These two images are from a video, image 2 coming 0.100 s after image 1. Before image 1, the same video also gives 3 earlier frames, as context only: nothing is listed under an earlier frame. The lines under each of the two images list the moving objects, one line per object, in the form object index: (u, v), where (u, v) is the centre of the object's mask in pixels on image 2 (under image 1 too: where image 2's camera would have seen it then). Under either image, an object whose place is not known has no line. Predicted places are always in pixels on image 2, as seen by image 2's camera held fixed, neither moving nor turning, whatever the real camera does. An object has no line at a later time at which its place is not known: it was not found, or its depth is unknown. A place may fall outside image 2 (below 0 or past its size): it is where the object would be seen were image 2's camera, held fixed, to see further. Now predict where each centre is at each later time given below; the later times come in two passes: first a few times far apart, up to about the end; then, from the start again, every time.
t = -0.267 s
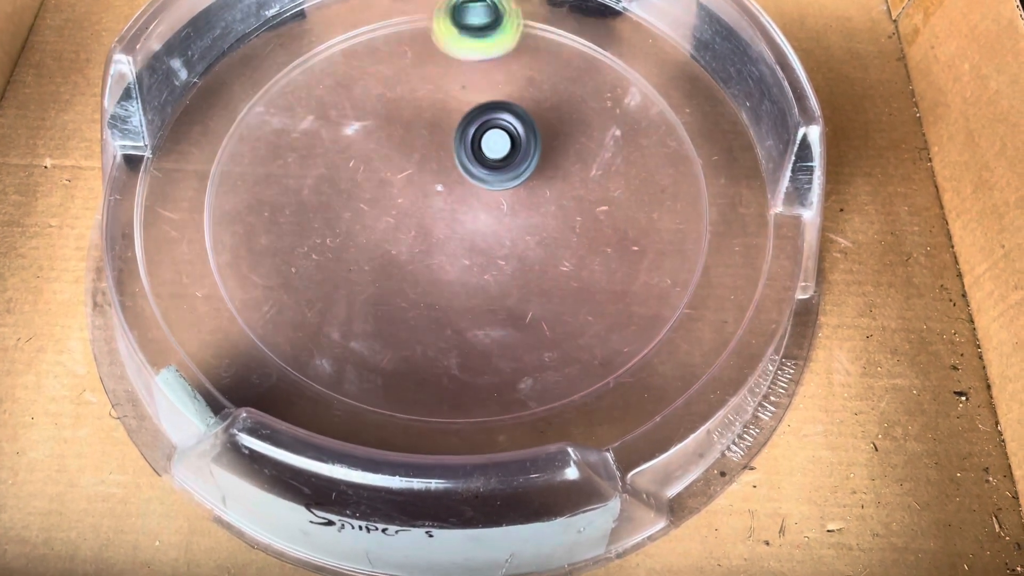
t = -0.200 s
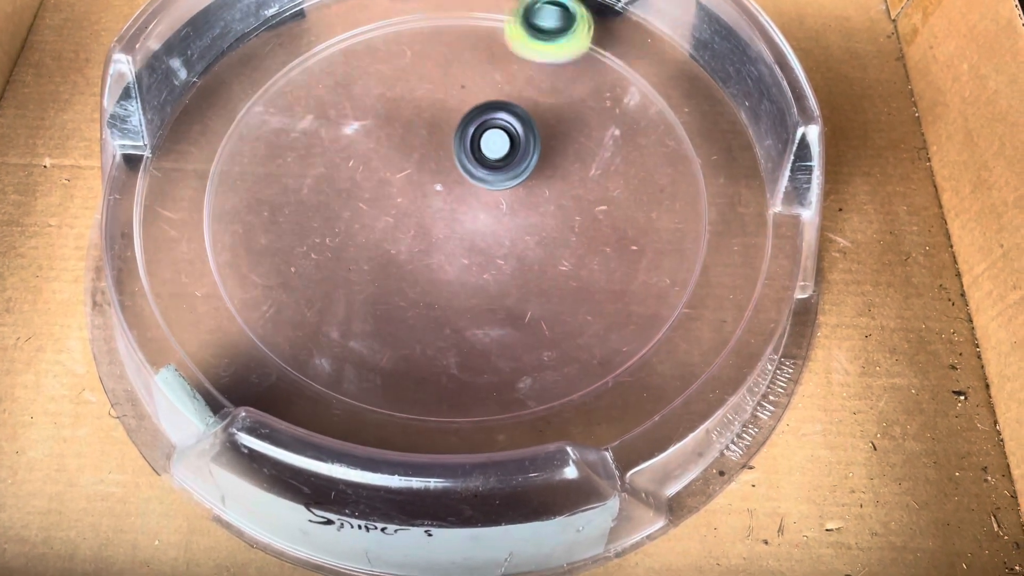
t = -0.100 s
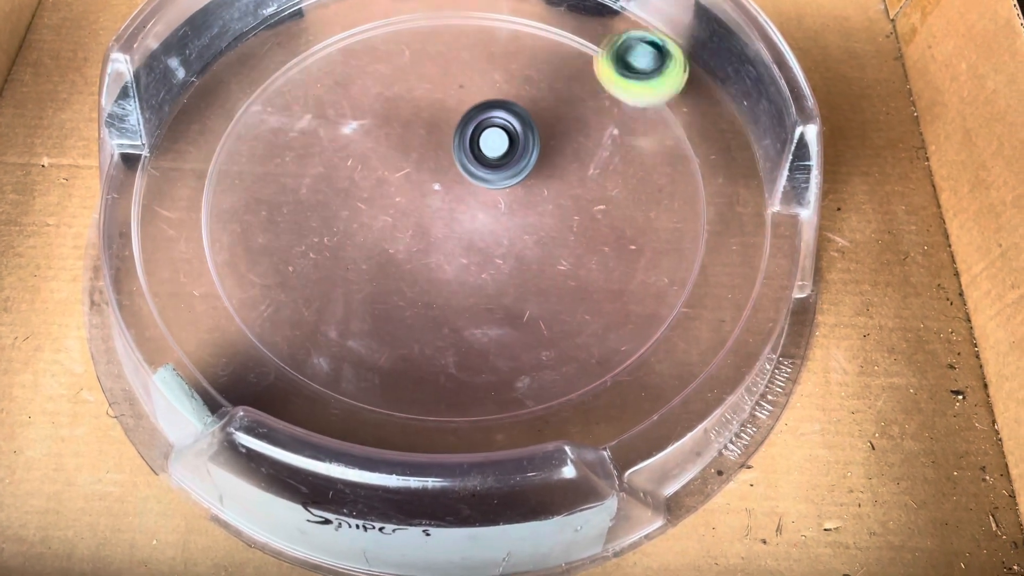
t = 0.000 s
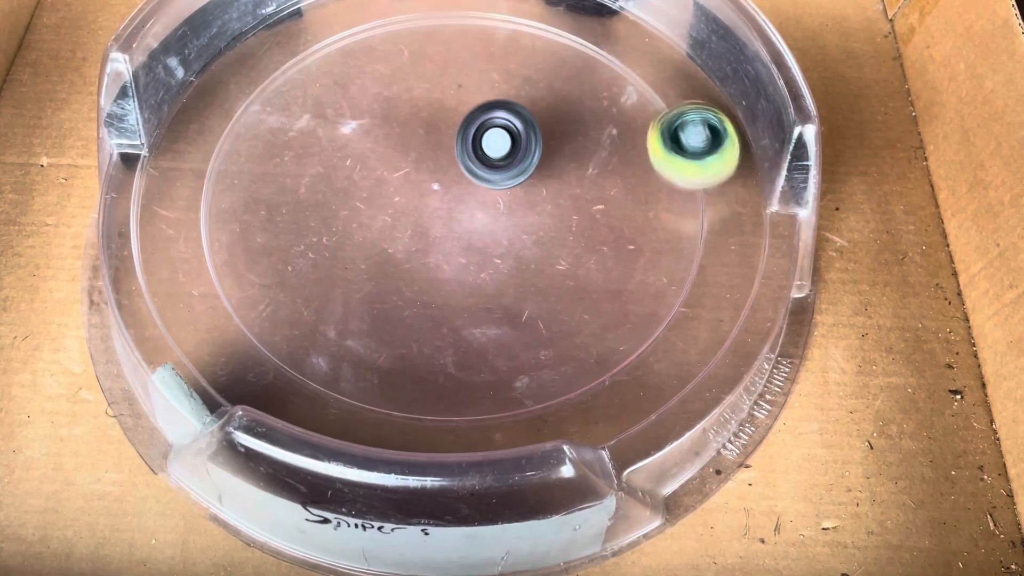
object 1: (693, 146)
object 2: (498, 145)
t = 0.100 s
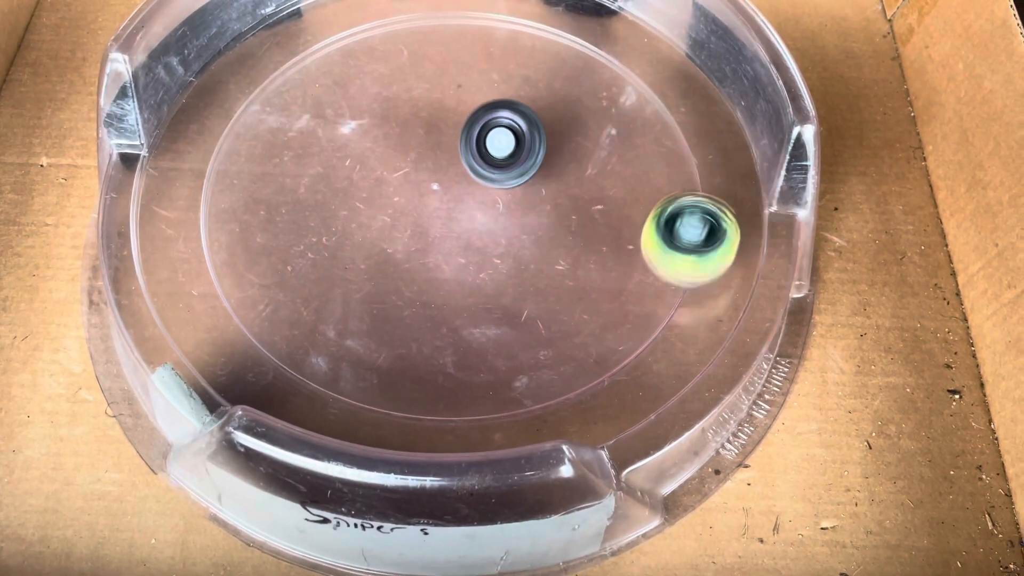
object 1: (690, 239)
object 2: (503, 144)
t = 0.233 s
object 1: (584, 339)
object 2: (504, 141)
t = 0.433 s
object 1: (333, 308)
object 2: (499, 140)
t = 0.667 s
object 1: (310, 92)
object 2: (505, 139)
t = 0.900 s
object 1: (536, 30)
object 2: (505, 141)
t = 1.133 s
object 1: (690, 172)
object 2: (497, 140)
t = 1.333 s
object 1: (590, 339)
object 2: (487, 142)
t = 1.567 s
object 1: (311, 305)
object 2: (494, 147)
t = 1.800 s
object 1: (305, 96)
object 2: (512, 159)
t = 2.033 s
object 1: (532, 39)
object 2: (505, 166)
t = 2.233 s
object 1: (681, 145)
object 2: (496, 168)
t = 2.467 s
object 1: (612, 335)
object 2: (475, 169)
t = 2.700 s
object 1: (340, 320)
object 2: (457, 167)
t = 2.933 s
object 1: (312, 114)
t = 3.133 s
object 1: (491, 44)
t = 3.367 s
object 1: (673, 134)
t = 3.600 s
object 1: (610, 316)
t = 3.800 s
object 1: (378, 323)
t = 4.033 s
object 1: (307, 130)
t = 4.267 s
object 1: (500, 49)
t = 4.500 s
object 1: (660, 154)
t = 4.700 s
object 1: (590, 310)
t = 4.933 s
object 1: (337, 294)
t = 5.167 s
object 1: (326, 105)
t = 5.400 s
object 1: (539, 61)
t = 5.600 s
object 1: (655, 183)
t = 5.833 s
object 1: (529, 338)
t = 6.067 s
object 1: (310, 254)
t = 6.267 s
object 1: (354, 99)
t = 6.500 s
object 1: (565, 72)
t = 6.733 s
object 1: (658, 224)
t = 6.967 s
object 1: (474, 336)
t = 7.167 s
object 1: (312, 231)
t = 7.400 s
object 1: (396, 69)
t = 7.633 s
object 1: (598, 89)
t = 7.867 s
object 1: (628, 260)
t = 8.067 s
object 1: (443, 329)
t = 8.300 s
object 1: (300, 189)
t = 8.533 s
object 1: (434, 66)
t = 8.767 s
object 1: (620, 128)
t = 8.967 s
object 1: (615, 277)
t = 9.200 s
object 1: (398, 320)
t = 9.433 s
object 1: (319, 160)
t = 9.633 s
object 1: (452, 72)
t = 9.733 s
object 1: (540, 74)
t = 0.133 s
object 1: (674, 269)
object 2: (504, 143)
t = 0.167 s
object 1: (652, 297)
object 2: (504, 142)
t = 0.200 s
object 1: (621, 320)
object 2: (504, 142)
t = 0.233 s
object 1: (584, 339)
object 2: (504, 141)
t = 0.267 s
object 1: (543, 352)
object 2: (503, 142)
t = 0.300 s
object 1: (498, 358)
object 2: (502, 141)
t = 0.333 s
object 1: (454, 356)
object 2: (501, 141)
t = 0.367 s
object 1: (408, 347)
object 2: (500, 141)
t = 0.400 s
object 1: (368, 330)
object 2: (500, 140)
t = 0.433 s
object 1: (333, 308)
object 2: (499, 140)
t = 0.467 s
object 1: (304, 280)
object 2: (500, 140)
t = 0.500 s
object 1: (284, 249)
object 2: (500, 140)
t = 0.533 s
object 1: (274, 216)
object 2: (501, 140)
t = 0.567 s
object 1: (272, 182)
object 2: (502, 139)
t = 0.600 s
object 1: (278, 149)
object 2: (503, 140)
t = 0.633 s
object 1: (291, 119)
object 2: (504, 139)
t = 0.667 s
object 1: (310, 92)
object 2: (505, 139)
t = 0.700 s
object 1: (335, 69)
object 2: (505, 139)
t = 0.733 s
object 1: (365, 50)
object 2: (506, 139)
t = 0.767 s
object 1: (396, 36)
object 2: (506, 139)
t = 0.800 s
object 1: (431, 30)
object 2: (506, 140)
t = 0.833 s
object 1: (466, 27)
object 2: (506, 140)
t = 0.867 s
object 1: (501, 27)
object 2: (505, 141)
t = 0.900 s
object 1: (536, 30)
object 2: (505, 141)
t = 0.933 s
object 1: (568, 36)
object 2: (504, 141)
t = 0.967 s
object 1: (599, 51)
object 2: (502, 141)
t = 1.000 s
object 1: (626, 69)
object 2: (501, 140)
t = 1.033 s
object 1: (649, 91)
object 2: (500, 140)
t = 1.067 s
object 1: (668, 116)
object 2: (500, 140)
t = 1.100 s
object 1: (681, 143)
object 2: (499, 140)
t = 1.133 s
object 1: (690, 172)
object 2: (497, 140)
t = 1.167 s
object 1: (691, 203)
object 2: (495, 140)
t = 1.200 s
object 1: (685, 234)
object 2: (493, 139)
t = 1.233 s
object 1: (672, 265)
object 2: (491, 140)
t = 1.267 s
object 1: (652, 293)
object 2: (489, 141)
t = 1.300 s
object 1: (625, 318)
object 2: (488, 141)
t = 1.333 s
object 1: (590, 339)
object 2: (487, 142)
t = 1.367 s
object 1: (551, 354)
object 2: (486, 143)
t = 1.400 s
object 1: (509, 363)
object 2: (486, 143)
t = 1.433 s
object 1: (465, 365)
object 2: (487, 144)
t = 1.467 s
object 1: (421, 360)
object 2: (487, 144)
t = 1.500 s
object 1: (380, 347)
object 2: (489, 145)
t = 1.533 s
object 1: (343, 328)
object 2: (491, 146)
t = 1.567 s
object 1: (311, 305)
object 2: (494, 147)
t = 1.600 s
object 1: (285, 277)
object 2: (497, 148)
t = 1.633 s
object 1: (269, 246)
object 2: (500, 150)
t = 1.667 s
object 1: (261, 213)
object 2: (503, 152)
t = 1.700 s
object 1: (261, 181)
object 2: (506, 154)
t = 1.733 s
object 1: (269, 150)
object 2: (509, 156)
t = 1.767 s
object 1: (284, 122)
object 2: (511, 158)
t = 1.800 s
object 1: (305, 96)
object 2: (512, 159)
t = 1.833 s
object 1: (329, 75)
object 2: (512, 161)
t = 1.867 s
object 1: (359, 56)
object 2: (512, 163)
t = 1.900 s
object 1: (393, 44)
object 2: (510, 164)
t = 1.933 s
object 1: (426, 38)
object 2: (508, 165)
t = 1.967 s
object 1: (461, 36)
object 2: (507, 166)
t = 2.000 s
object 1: (497, 36)
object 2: (505, 166)
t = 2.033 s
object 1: (532, 39)
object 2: (505, 166)
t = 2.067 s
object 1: (565, 45)
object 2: (504, 166)
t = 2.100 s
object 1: (595, 58)
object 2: (503, 167)
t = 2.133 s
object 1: (623, 75)
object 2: (501, 167)
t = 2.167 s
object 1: (647, 95)
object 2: (500, 167)
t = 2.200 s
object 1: (667, 119)
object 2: (498, 168)
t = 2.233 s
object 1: (681, 145)
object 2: (496, 168)
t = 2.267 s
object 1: (691, 173)
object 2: (493, 169)
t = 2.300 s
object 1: (695, 202)
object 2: (491, 169)
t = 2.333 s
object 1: (691, 231)
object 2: (488, 169)
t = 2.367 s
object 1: (681, 261)
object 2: (485, 169)
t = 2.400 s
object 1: (665, 289)
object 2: (482, 169)
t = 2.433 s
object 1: (642, 314)
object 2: (479, 169)
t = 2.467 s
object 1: (612, 335)
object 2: (475, 169)
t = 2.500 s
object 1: (576, 351)
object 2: (472, 168)
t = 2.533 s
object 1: (536, 363)
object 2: (469, 168)
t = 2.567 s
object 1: (495, 367)
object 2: (466, 168)
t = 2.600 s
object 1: (453, 365)
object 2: (463, 167)
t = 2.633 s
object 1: (412, 356)
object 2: (460, 167)
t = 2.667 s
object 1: (375, 341)
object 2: (458, 167)
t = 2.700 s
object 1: (340, 320)
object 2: (457, 167)
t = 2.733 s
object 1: (313, 295)
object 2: (456, 168)
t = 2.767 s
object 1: (293, 266)
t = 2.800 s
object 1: (281, 235)
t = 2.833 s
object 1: (278, 203)
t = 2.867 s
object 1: (282, 171)
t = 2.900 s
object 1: (294, 141)
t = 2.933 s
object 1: (312, 114)
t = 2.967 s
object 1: (334, 90)
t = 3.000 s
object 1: (361, 70)
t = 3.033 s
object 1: (391, 56)
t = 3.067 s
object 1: (423, 49)
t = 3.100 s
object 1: (457, 45)
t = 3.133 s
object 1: (491, 44)
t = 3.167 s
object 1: (525, 46)
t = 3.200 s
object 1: (557, 50)
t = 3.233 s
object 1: (588, 57)
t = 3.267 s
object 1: (615, 72)
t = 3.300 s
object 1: (639, 90)
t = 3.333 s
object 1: (658, 110)
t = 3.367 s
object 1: (673, 134)
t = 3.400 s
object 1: (683, 160)
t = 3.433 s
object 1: (687, 187)
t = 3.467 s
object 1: (685, 215)
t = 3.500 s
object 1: (677, 243)
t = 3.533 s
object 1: (662, 271)
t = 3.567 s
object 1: (639, 295)
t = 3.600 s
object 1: (610, 316)
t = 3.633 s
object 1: (576, 333)
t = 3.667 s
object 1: (538, 343)
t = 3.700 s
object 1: (497, 348)
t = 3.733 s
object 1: (456, 346)
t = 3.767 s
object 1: (415, 338)
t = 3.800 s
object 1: (378, 323)
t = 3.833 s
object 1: (347, 302)
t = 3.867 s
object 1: (321, 277)
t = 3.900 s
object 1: (303, 249)
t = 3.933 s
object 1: (292, 219)
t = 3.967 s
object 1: (290, 188)
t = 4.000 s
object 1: (296, 158)
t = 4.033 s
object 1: (307, 130)
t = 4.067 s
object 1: (325, 105)
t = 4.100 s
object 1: (347, 83)
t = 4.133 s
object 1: (373, 65)
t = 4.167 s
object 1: (403, 57)
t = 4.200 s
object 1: (435, 52)
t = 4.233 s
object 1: (468, 49)
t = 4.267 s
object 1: (500, 49)
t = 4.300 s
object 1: (532, 52)
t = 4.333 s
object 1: (562, 57)
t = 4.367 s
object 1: (589, 68)
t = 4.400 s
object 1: (613, 84)
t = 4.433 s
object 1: (633, 105)
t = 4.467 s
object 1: (649, 129)
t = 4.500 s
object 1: (660, 154)
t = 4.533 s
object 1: (664, 181)
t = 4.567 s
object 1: (663, 209)
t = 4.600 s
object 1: (655, 237)
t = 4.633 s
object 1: (640, 264)
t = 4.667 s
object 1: (618, 289)
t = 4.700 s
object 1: (590, 310)
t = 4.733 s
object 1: (556, 327)
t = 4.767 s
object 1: (519, 338)
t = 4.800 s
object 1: (480, 342)
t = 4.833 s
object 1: (440, 339)
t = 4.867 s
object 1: (402, 330)
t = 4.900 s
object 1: (368, 315)
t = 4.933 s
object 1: (337, 294)
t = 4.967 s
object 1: (313, 269)
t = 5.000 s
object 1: (297, 243)
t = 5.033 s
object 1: (288, 213)
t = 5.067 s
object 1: (288, 183)
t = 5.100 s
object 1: (295, 155)
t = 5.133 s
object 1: (308, 128)
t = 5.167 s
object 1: (326, 105)
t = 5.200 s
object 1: (350, 85)
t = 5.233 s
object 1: (378, 69)
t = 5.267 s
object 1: (408, 60)
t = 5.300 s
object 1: (441, 56)
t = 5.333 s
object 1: (474, 54)
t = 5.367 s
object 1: (507, 56)
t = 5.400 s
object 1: (539, 61)
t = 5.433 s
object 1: (569, 73)
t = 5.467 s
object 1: (595, 89)
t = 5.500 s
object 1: (617, 108)
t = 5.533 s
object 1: (635, 131)
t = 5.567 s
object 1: (648, 156)
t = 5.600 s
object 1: (655, 183)
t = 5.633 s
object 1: (655, 211)
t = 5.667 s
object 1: (650, 237)
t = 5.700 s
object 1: (638, 264)
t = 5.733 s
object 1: (619, 289)
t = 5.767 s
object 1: (594, 310)
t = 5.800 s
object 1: (564, 327)
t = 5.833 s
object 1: (529, 338)
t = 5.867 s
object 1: (491, 344)
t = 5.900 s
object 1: (453, 343)
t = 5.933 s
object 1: (416, 336)
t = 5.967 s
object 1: (382, 322)
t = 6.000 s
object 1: (352, 304)
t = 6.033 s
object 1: (327, 281)
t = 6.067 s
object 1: (310, 254)
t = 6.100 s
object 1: (301, 227)
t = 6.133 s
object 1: (299, 198)
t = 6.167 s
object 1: (304, 170)
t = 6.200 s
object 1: (315, 144)
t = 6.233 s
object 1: (332, 120)
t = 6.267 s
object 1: (354, 99)
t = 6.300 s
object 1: (380, 82)
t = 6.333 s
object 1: (408, 71)
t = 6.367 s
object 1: (439, 65)
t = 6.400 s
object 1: (472, 62)
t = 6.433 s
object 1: (504, 62)
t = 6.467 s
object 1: (535, 65)
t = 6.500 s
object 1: (565, 72)
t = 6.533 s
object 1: (592, 85)
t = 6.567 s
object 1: (615, 103)
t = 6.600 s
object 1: (634, 124)
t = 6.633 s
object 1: (649, 146)
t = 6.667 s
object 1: (658, 171)
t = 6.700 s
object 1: (661, 198)
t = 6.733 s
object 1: (658, 224)
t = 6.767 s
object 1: (648, 250)
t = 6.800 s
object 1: (632, 276)
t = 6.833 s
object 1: (609, 296)
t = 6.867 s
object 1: (581, 315)
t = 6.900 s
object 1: (548, 327)
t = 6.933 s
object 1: (511, 335)
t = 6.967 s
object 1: (474, 336)
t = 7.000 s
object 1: (437, 331)
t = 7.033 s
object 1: (402, 320)
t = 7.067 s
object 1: (371, 304)
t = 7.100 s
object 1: (345, 283)
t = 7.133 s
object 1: (325, 258)
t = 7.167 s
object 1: (312, 231)
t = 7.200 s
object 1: (307, 204)
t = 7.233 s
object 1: (308, 176)
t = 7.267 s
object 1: (316, 150)
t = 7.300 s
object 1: (330, 125)
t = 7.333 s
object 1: (348, 103)
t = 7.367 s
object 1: (370, 84)
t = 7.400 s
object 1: (396, 69)
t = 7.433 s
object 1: (424, 63)
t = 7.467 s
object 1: (455, 59)
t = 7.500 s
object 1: (487, 58)
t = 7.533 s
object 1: (517, 59)
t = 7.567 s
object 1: (547, 64)
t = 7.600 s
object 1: (573, 73)
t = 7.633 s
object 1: (598, 89)
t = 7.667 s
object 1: (618, 108)
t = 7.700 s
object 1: (634, 131)
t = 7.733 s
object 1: (645, 155)
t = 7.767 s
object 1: (650, 181)
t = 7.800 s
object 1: (649, 208)
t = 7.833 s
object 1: (642, 235)
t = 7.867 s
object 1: (628, 260)
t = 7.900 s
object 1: (608, 283)
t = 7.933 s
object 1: (582, 303)
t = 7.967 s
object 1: (550, 318)
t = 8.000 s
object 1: (516, 328)
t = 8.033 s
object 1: (479, 331)
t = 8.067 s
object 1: (443, 329)
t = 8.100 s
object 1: (407, 321)
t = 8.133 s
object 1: (376, 307)
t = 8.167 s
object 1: (348, 289)
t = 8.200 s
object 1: (325, 266)
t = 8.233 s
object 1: (310, 242)
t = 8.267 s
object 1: (301, 215)
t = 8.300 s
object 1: (300, 189)
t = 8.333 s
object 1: (305, 162)
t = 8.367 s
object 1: (316, 137)
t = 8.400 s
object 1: (332, 114)
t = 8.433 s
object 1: (353, 95)
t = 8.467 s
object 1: (377, 79)
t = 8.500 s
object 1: (405, 71)
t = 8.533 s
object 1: (434, 66)
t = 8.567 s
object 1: (465, 65)
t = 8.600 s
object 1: (495, 66)
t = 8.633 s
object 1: (526, 69)
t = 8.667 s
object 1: (553, 76)
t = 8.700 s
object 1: (580, 90)
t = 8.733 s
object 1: (601, 108)
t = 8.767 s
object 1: (620, 128)
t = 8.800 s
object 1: (633, 152)
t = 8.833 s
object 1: (641, 176)
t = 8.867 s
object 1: (643, 202)
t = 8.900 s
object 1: (640, 228)
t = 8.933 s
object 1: (631, 253)
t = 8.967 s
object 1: (615, 277)
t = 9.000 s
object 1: (594, 297)
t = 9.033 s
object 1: (566, 314)
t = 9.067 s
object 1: (535, 326)
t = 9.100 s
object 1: (501, 334)
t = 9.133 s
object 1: (465, 335)
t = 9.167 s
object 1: (430, 330)
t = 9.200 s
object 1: (398, 320)
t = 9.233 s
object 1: (369, 304)
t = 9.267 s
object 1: (344, 284)
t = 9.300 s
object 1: (326, 262)
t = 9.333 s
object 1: (314, 237)
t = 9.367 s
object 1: (310, 210)
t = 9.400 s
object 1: (312, 186)
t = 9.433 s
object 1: (319, 160)
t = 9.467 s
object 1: (332, 137)
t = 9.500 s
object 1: (349, 116)
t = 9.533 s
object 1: (371, 98)
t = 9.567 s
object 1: (396, 84)
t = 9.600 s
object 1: (422, 76)
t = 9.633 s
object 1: (452, 72)
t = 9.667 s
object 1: (481, 70)
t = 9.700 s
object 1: (511, 71)
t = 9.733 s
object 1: (540, 74)
